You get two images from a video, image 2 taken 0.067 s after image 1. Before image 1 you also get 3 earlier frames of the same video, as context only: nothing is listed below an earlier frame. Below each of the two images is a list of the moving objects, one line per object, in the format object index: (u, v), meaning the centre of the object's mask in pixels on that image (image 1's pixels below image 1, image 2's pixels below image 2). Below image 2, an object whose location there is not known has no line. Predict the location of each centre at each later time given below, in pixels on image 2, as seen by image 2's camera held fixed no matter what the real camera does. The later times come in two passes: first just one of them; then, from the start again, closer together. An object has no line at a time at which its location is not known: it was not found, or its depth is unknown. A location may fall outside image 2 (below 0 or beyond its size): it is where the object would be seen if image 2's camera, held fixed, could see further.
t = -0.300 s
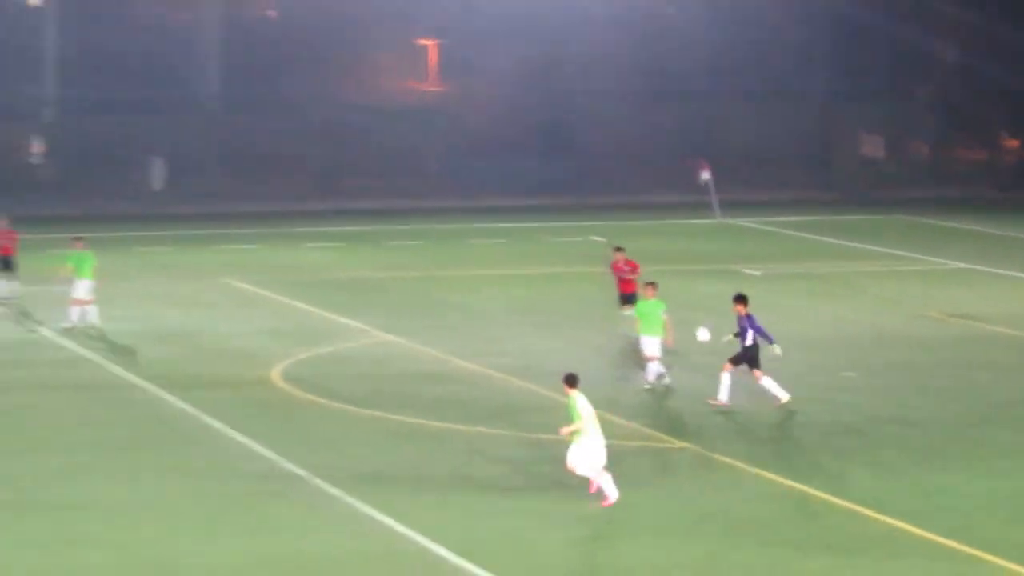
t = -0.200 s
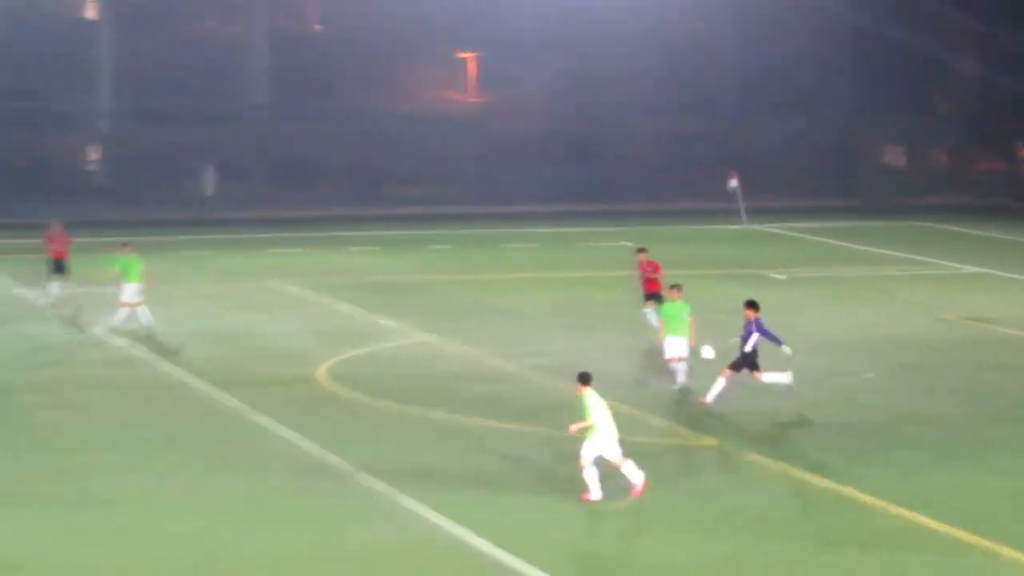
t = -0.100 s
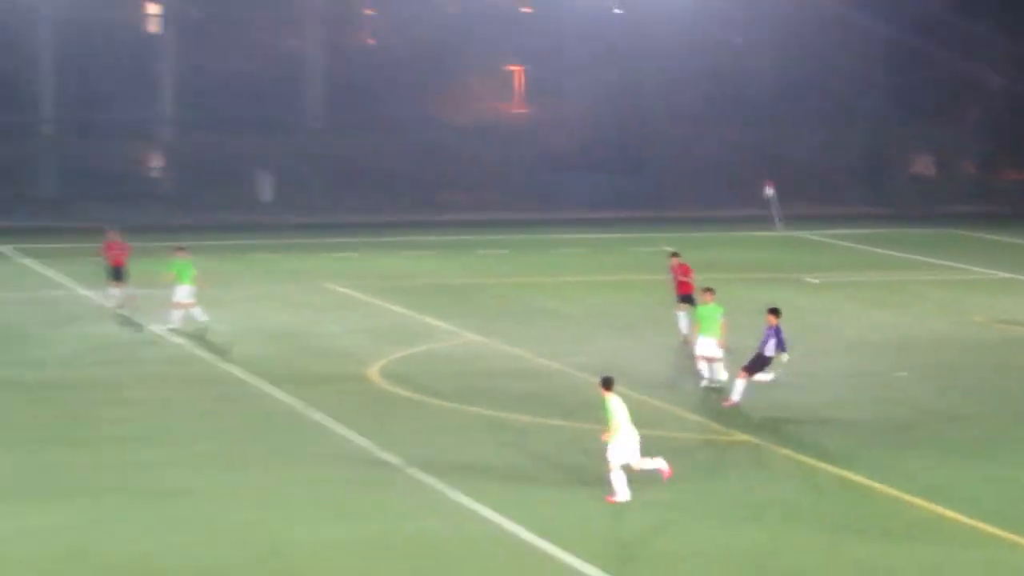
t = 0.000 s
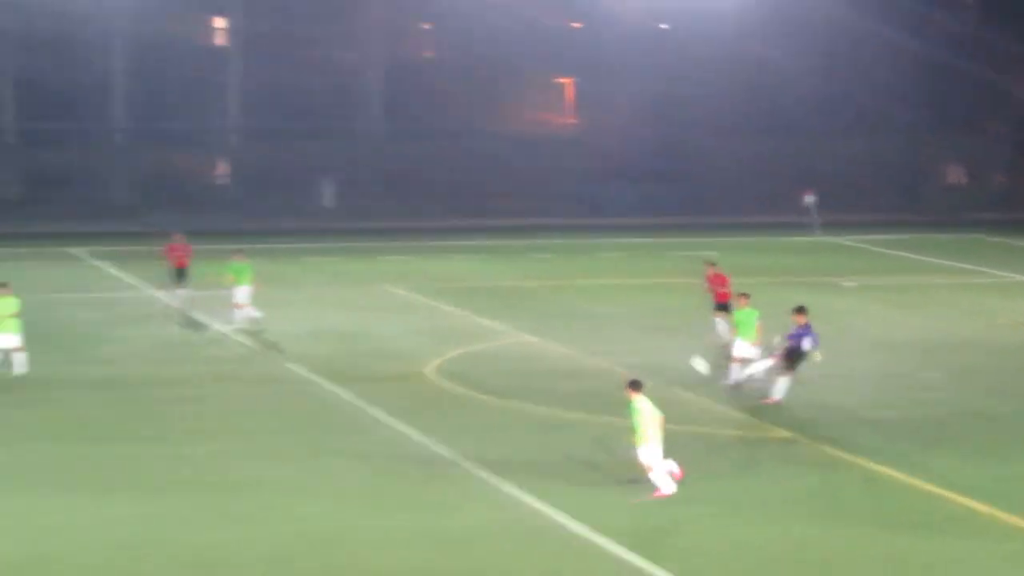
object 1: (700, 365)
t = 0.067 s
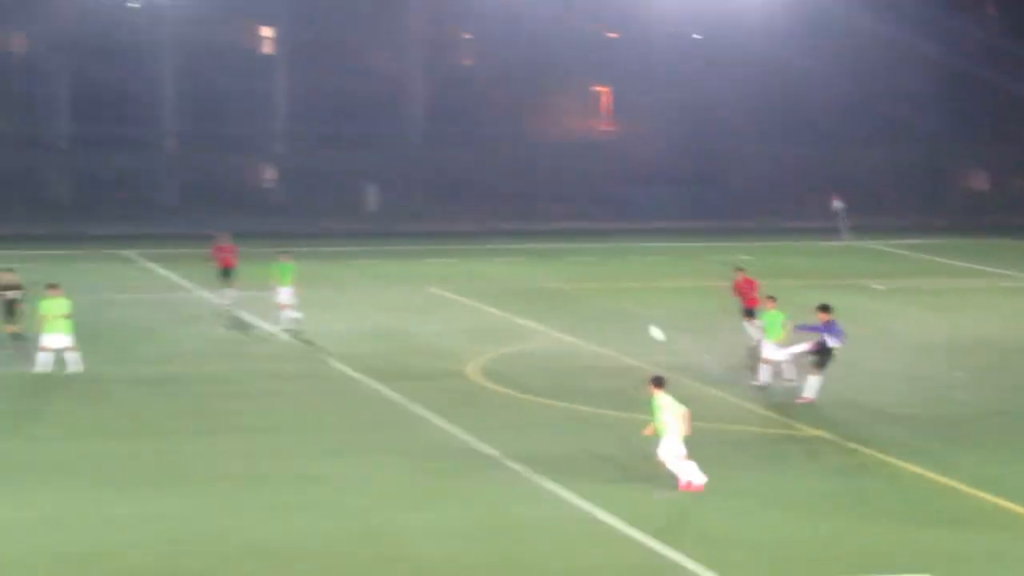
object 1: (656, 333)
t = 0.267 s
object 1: (417, 253)
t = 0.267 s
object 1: (417, 253)
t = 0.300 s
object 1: (379, 243)
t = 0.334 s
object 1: (340, 234)
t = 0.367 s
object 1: (300, 226)
